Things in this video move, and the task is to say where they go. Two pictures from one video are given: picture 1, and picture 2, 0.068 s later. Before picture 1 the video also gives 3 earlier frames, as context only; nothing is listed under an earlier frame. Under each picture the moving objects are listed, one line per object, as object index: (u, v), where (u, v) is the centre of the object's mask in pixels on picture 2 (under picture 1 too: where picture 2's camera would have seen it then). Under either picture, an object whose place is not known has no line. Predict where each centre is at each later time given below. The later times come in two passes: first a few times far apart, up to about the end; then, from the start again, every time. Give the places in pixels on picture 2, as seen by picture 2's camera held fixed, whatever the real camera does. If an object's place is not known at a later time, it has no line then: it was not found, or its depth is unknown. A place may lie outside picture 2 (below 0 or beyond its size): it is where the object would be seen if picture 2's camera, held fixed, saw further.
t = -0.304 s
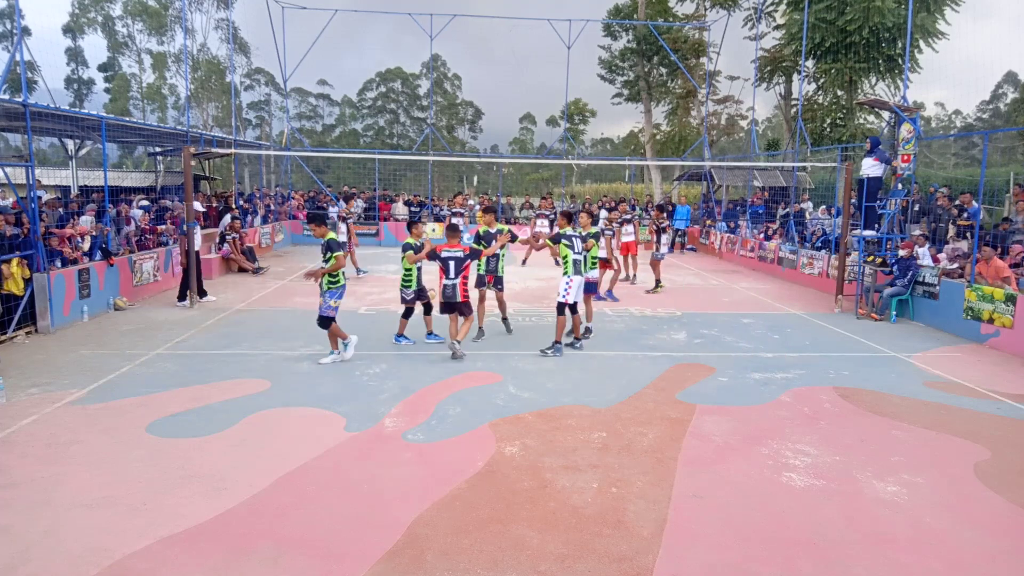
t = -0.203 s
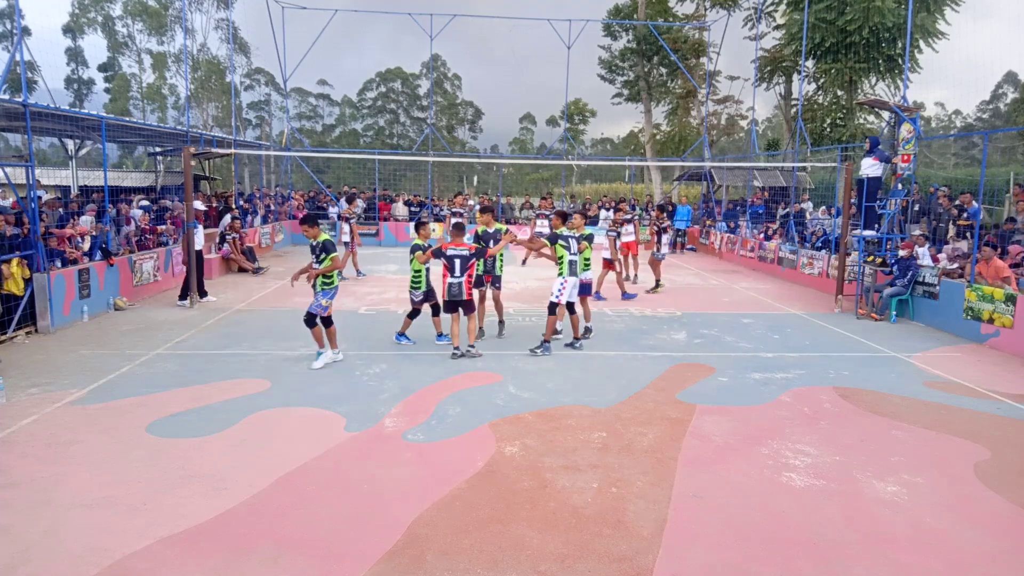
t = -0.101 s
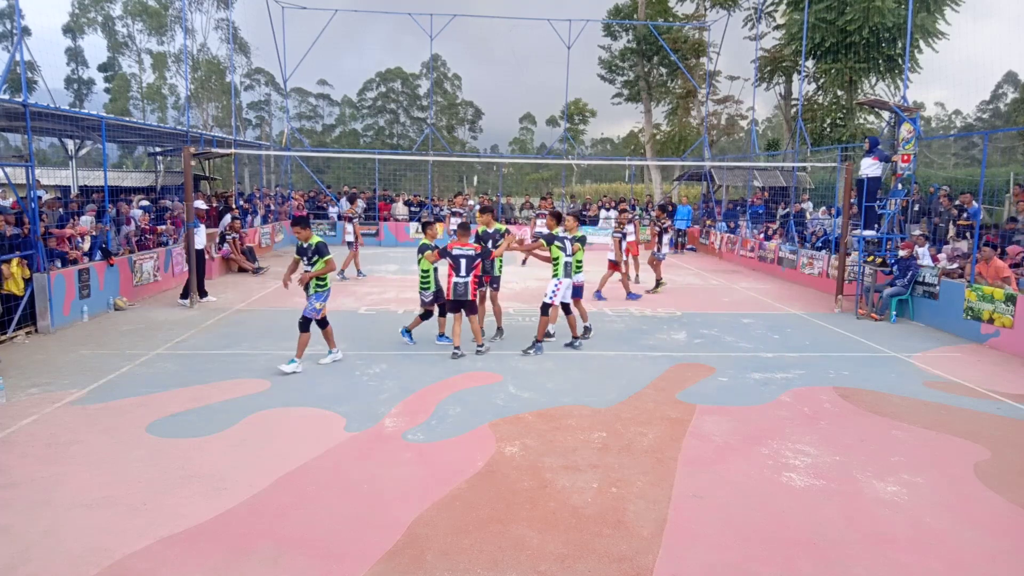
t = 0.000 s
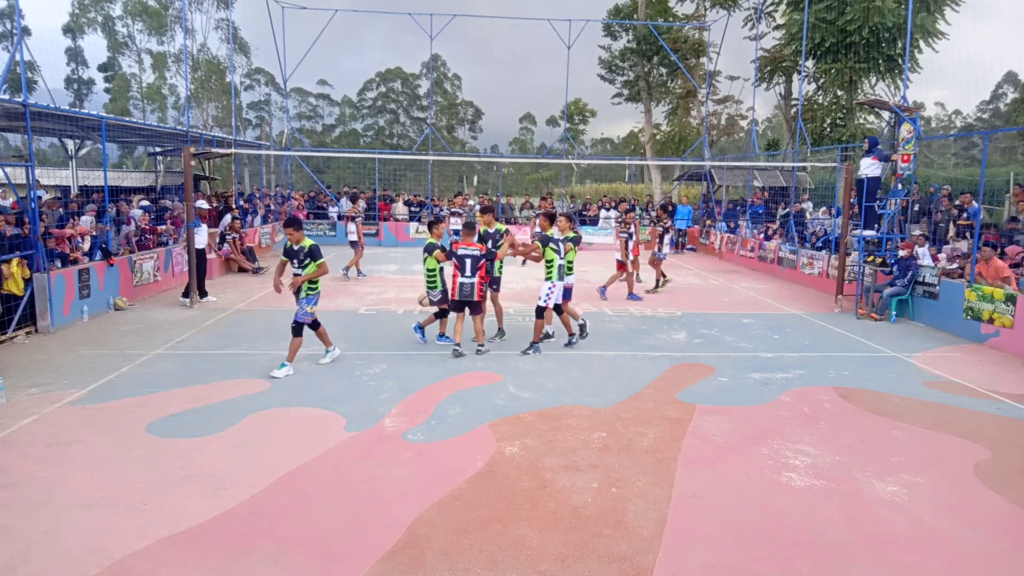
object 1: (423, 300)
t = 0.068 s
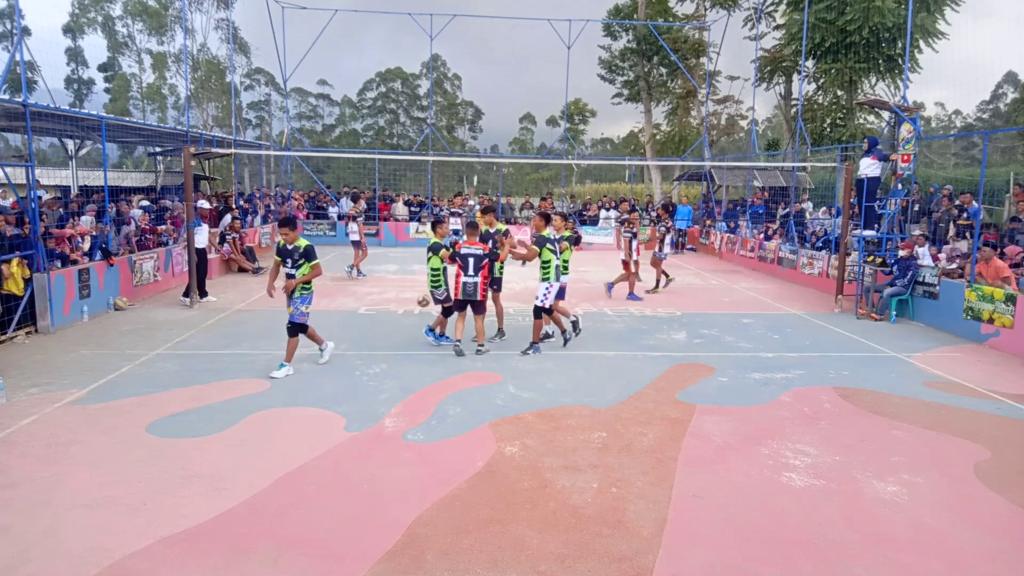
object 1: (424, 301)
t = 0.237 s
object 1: (420, 311)
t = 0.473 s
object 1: (416, 314)
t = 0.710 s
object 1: (412, 318)
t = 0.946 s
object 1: (408, 326)
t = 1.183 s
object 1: (401, 334)
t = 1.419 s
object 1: (396, 343)
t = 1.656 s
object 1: (388, 354)
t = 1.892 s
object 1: (380, 363)
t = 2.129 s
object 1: (371, 373)
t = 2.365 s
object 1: (362, 382)
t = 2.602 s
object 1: (351, 394)
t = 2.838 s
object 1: (341, 407)
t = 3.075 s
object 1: (330, 420)
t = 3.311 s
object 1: (318, 435)
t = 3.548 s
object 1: (307, 450)
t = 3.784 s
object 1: (294, 467)
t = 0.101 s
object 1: (423, 302)
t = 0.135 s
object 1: (422, 303)
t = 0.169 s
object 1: (421, 307)
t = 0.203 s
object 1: (421, 311)
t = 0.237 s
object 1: (420, 311)
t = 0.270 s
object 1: (420, 309)
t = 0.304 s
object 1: (419, 308)
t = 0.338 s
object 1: (419, 308)
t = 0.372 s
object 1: (418, 308)
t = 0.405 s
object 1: (418, 309)
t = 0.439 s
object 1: (417, 311)
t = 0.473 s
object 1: (416, 314)
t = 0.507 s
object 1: (415, 318)
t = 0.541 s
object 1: (415, 318)
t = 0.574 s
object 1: (414, 317)
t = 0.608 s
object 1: (414, 316)
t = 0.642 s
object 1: (414, 316)
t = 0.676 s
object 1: (413, 317)
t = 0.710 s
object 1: (412, 318)
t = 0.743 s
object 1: (412, 321)
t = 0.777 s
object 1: (411, 323)
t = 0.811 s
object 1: (410, 327)
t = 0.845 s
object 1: (410, 326)
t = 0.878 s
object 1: (409, 325)
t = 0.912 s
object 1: (408, 325)
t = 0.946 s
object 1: (408, 326)
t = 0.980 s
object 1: (407, 328)
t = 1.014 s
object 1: (406, 331)
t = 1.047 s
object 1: (405, 334)
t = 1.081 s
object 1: (404, 334)
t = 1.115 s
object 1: (404, 333)
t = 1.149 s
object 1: (402, 333)
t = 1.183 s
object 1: (401, 334)
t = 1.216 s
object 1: (401, 336)
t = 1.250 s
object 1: (400, 339)
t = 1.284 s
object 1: (399, 342)
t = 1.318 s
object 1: (398, 341)
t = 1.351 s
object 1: (397, 341)
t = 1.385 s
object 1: (396, 341)
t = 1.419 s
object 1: (396, 343)
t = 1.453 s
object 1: (394, 346)
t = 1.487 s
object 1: (393, 348)
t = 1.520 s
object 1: (392, 347)
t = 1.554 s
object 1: (391, 348)
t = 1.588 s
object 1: (390, 349)
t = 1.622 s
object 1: (389, 352)
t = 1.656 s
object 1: (388, 354)
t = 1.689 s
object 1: (387, 354)
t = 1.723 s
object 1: (385, 355)
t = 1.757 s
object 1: (384, 357)
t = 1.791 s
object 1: (383, 359)
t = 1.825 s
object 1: (382, 359)
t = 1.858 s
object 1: (381, 361)
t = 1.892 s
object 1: (380, 363)
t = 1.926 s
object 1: (379, 364)
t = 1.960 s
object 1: (378, 366)
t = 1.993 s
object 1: (376, 367)
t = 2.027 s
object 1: (375, 369)
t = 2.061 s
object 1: (374, 370)
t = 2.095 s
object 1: (372, 371)
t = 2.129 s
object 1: (371, 373)
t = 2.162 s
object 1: (370, 374)
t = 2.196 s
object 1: (368, 375)
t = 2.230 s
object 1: (366, 377)
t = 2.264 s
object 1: (366, 378)
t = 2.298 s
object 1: (364, 380)
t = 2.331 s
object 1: (363, 381)
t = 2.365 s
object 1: (362, 382)
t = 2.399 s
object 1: (360, 385)
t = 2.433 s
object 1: (359, 386)
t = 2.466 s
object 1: (357, 387)
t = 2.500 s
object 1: (356, 389)
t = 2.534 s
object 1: (355, 391)
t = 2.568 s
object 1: (353, 392)
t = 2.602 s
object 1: (351, 394)
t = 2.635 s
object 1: (350, 397)
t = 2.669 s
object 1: (349, 398)
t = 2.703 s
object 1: (347, 399)
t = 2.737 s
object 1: (346, 402)
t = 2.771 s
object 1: (344, 403)
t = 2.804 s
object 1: (343, 406)
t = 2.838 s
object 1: (341, 407)
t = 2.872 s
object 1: (339, 408)
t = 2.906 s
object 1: (338, 410)
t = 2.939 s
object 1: (336, 413)
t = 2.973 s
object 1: (335, 414)
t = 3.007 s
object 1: (333, 416)
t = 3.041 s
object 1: (331, 419)
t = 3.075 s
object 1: (330, 420)
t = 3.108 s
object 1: (328, 422)
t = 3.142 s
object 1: (327, 425)
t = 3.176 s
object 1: (325, 426)
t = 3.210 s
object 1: (323, 428)
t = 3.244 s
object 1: (322, 431)
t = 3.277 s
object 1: (320, 433)
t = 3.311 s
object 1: (318, 435)
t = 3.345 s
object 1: (317, 437)
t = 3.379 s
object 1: (315, 439)
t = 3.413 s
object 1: (314, 441)
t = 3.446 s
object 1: (312, 444)
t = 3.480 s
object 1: (309, 446)
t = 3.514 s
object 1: (308, 447)
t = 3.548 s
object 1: (307, 450)
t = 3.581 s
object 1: (305, 453)
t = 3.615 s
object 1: (303, 455)
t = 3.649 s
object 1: (301, 457)
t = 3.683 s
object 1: (300, 461)
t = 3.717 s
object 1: (298, 463)
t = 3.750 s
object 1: (296, 465)
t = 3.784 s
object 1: (294, 467)
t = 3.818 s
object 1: (293, 471)
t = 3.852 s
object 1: (291, 472)
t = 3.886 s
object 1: (289, 475)
